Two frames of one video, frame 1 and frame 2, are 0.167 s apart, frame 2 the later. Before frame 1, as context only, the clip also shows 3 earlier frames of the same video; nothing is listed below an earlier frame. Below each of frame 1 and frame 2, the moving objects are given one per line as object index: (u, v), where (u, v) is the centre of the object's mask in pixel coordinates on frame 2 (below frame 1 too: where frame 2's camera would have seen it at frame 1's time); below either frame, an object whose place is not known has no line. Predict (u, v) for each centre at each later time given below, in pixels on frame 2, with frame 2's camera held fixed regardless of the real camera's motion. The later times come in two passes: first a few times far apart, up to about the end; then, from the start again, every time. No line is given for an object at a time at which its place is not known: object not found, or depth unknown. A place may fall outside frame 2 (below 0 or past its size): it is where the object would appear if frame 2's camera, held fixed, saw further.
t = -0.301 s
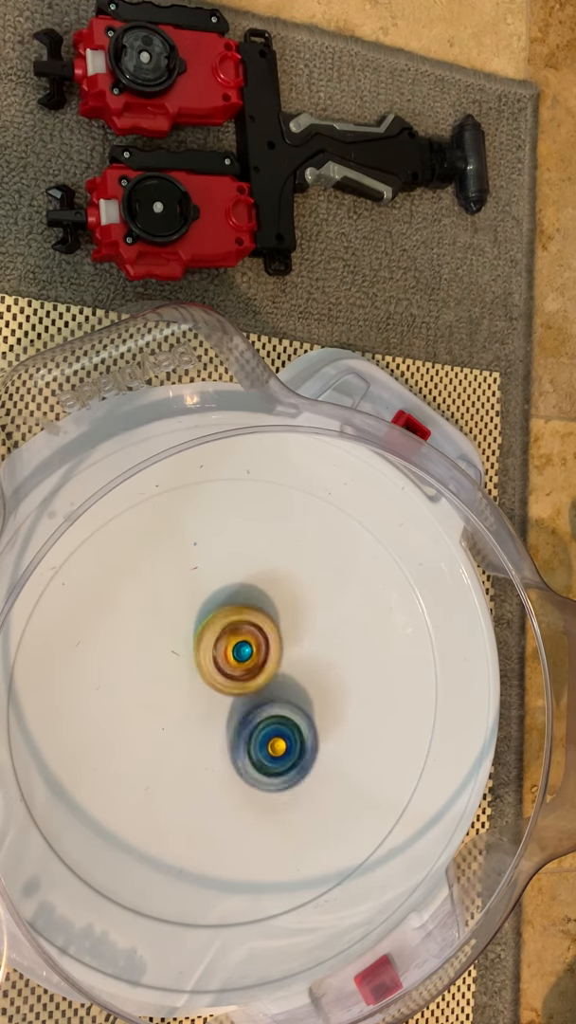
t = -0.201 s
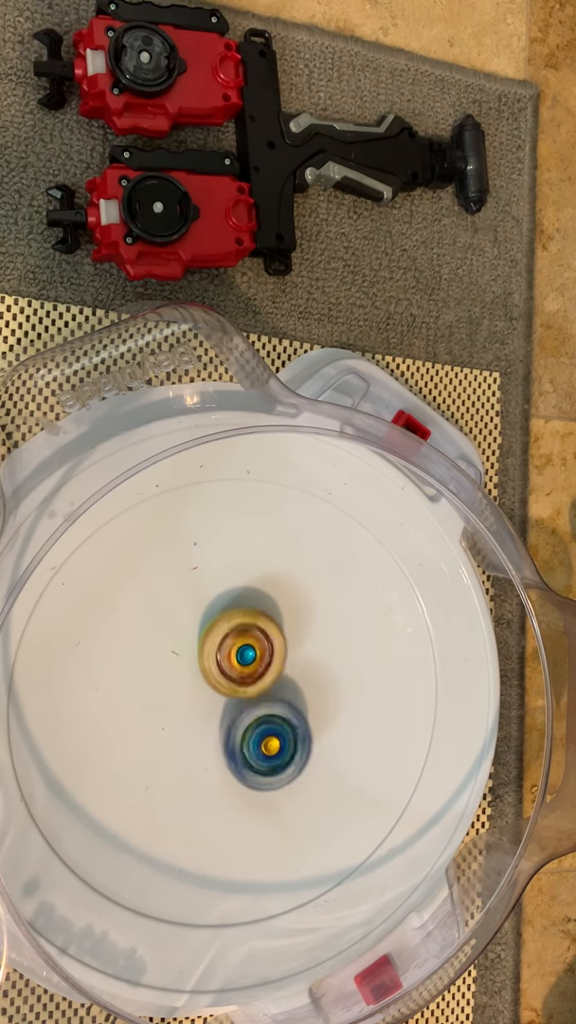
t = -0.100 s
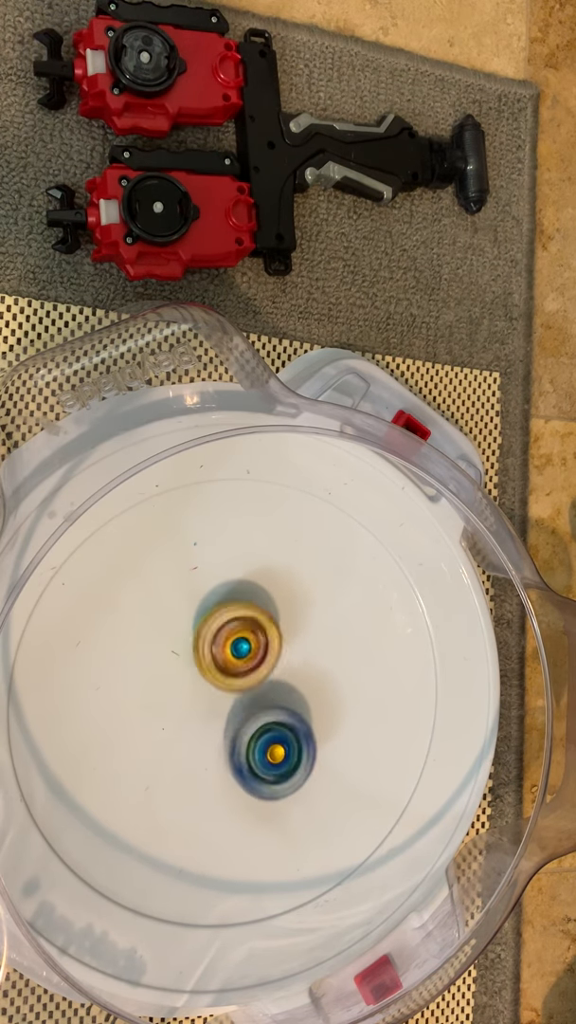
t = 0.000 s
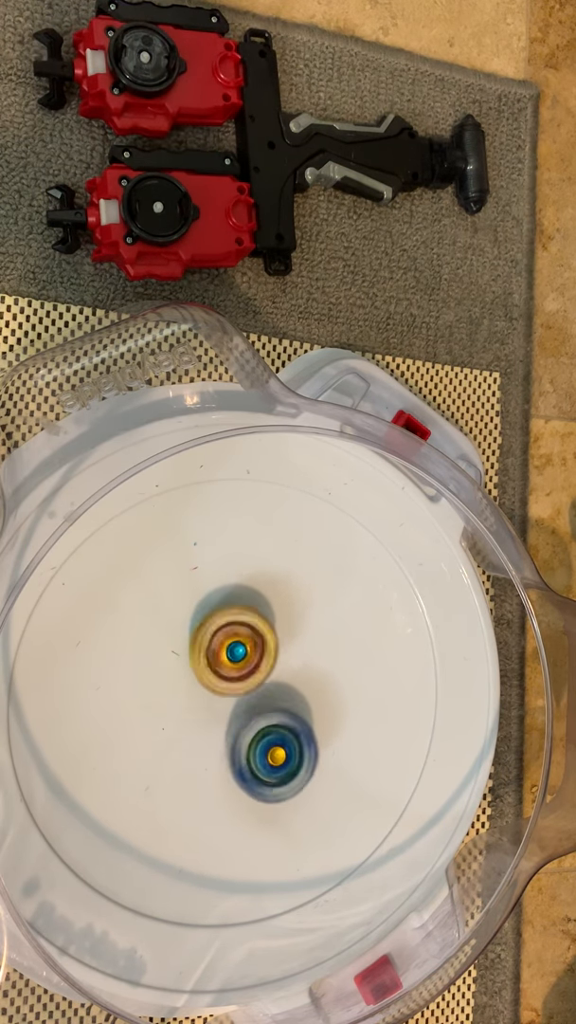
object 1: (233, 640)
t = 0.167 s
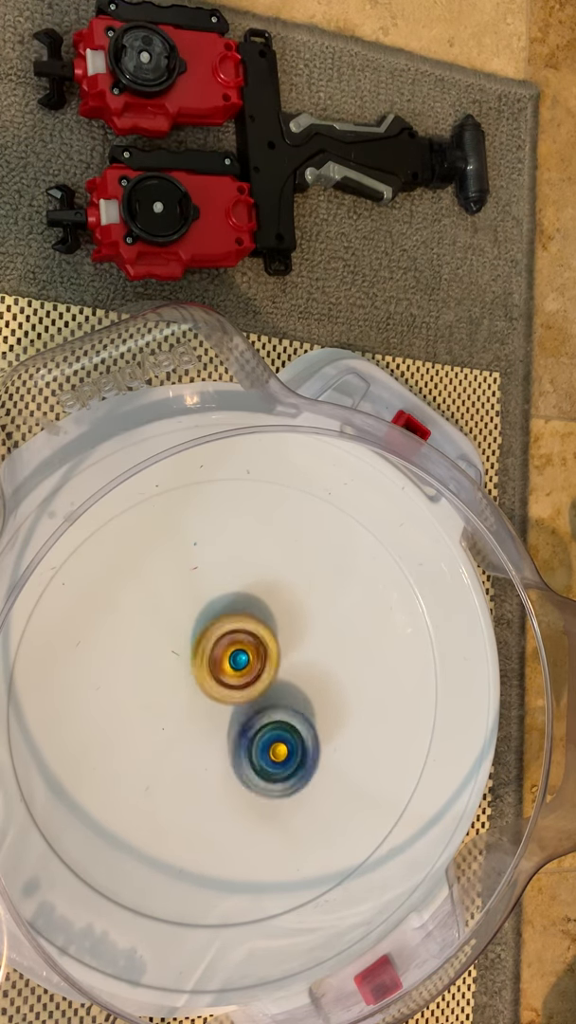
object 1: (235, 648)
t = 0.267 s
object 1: (232, 652)
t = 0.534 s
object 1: (221, 638)
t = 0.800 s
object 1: (231, 631)
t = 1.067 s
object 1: (240, 631)
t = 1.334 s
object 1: (242, 645)
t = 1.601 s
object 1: (250, 648)
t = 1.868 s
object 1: (255, 630)
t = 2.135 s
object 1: (266, 639)
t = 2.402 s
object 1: (266, 621)
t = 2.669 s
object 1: (266, 645)
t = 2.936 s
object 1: (259, 649)
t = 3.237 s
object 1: (277, 626)
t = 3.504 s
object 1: (275, 649)
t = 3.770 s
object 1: (265, 629)
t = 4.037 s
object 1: (265, 639)
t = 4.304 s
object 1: (265, 644)
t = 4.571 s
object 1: (275, 640)
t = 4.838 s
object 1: (281, 649)
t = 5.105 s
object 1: (286, 642)
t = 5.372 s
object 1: (275, 651)
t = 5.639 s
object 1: (273, 642)
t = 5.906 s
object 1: (288, 635)
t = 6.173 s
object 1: (278, 654)
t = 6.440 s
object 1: (267, 652)
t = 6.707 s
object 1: (277, 646)
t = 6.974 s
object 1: (279, 652)
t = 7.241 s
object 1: (280, 657)
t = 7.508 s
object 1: (279, 657)
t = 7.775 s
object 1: (282, 655)
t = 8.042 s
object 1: (280, 658)
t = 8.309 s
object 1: (283, 656)
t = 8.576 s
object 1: (290, 655)
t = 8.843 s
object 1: (283, 659)
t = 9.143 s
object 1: (283, 657)
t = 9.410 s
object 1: (284, 657)
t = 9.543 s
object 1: (276, 659)
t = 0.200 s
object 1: (233, 649)
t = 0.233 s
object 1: (233, 650)
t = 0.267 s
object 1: (232, 652)
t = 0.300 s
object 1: (231, 653)
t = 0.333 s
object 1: (231, 653)
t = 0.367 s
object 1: (230, 652)
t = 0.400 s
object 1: (229, 650)
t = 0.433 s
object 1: (227, 650)
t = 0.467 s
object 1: (226, 649)
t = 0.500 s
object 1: (223, 642)
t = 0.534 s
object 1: (221, 638)
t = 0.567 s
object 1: (219, 634)
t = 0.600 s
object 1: (219, 633)
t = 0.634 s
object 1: (220, 632)
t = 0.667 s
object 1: (222, 631)
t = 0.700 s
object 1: (224, 630)
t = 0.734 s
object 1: (226, 630)
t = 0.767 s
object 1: (229, 631)
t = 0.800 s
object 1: (231, 631)
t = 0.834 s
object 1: (234, 632)
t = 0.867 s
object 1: (236, 631)
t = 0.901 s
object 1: (237, 630)
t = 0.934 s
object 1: (237, 629)
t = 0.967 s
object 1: (239, 630)
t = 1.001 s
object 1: (239, 630)
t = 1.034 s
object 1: (239, 632)
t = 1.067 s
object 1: (240, 631)
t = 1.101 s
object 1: (239, 629)
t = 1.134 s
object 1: (239, 630)
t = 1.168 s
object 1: (239, 632)
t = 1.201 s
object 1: (239, 634)
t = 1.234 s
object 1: (239, 639)
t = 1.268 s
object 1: (241, 642)
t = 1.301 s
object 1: (242, 643)
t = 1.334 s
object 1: (242, 645)
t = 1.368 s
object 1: (244, 646)
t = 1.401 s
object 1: (244, 643)
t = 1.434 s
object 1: (244, 643)
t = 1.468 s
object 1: (246, 643)
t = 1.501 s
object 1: (246, 644)
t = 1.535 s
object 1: (247, 647)
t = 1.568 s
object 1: (249, 649)
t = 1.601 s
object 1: (250, 648)
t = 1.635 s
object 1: (251, 648)
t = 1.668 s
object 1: (251, 647)
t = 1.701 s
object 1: (252, 644)
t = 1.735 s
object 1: (253, 638)
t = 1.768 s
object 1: (253, 634)
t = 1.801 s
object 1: (253, 631)
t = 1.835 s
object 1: (253, 630)
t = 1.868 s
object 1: (255, 630)
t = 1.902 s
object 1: (255, 632)
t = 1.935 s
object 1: (258, 634)
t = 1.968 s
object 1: (260, 635)
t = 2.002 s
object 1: (261, 639)
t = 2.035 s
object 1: (263, 642)
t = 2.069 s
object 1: (264, 640)
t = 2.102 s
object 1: (266, 639)
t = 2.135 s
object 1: (266, 639)
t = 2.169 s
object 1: (265, 640)
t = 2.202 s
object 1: (266, 639)
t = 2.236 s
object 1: (267, 631)
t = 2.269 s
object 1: (268, 623)
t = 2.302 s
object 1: (267, 620)
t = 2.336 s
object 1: (267, 619)
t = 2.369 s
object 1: (266, 619)
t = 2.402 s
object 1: (266, 621)
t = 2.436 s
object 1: (267, 622)
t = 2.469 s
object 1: (267, 625)
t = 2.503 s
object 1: (268, 629)
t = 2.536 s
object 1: (268, 632)
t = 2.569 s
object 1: (267, 636)
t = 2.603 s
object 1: (267, 641)
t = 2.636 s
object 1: (266, 644)
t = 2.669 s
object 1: (266, 645)
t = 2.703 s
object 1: (266, 644)
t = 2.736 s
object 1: (265, 641)
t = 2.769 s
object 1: (264, 640)
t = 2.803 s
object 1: (263, 640)
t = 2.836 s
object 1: (262, 642)
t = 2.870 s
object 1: (261, 644)
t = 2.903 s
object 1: (260, 647)
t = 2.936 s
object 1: (259, 649)
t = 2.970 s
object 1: (263, 640)
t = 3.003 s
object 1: (266, 631)
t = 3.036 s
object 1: (267, 626)
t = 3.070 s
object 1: (269, 623)
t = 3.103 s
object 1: (271, 621)
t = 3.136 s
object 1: (273, 622)
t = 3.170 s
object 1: (274, 622)
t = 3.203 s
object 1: (275, 624)
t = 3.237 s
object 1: (277, 626)
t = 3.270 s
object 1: (277, 630)
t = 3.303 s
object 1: (277, 633)
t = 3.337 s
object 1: (277, 638)
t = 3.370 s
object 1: (277, 642)
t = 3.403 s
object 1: (275, 648)
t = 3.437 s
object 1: (274, 654)
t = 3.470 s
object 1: (275, 651)
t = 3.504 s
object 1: (275, 649)
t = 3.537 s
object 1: (273, 648)
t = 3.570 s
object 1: (271, 649)
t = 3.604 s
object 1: (270, 643)
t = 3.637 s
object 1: (269, 636)
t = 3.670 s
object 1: (268, 632)
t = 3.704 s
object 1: (266, 629)
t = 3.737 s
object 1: (265, 629)
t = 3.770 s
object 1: (265, 629)
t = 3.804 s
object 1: (265, 630)
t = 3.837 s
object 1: (265, 631)
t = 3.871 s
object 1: (265, 633)
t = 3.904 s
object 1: (265, 634)
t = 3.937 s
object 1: (264, 637)
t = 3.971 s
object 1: (264, 639)
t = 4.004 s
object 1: (264, 639)
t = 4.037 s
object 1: (265, 639)
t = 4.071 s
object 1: (264, 638)
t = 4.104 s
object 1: (264, 637)
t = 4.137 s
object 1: (263, 638)
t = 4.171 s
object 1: (263, 640)
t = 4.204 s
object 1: (262, 643)
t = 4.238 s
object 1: (264, 643)
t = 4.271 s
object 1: (263, 644)
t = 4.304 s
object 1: (265, 644)
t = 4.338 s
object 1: (265, 643)
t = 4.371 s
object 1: (266, 644)
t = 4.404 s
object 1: (266, 644)
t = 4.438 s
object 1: (267, 645)
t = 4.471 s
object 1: (271, 642)
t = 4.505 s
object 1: (273, 640)
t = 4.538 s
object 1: (274, 640)
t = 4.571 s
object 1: (275, 640)
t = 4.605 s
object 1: (275, 642)
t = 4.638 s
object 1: (276, 645)
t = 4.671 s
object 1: (276, 648)
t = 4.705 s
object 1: (277, 650)
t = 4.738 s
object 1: (280, 648)
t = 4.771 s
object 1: (281, 647)
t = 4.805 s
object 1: (280, 648)
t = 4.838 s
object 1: (281, 649)
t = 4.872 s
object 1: (280, 652)
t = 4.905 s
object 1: (279, 654)
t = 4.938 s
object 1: (283, 648)
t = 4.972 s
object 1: (286, 644)
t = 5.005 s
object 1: (286, 642)
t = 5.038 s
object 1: (286, 641)
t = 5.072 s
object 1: (285, 641)
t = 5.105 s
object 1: (286, 642)
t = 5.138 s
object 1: (284, 644)
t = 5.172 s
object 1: (284, 647)
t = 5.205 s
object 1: (282, 649)
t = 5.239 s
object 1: (280, 653)
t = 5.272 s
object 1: (278, 656)
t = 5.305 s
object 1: (278, 654)
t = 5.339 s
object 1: (277, 652)
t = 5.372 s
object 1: (275, 651)
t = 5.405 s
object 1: (275, 644)
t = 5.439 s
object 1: (275, 641)
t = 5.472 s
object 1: (273, 640)
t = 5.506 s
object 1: (273, 638)
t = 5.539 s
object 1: (272, 639)
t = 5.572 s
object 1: (273, 640)
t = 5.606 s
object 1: (273, 641)
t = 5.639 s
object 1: (273, 642)
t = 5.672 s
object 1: (273, 643)
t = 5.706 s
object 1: (279, 638)
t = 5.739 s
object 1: (283, 632)
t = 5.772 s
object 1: (286, 631)
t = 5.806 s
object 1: (286, 630)
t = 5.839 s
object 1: (287, 631)
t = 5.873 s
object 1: (287, 633)
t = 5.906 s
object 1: (288, 635)
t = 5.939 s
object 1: (287, 639)
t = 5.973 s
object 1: (286, 642)
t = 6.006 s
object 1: (284, 647)
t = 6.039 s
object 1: (281, 650)
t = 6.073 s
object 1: (278, 654)
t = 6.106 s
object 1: (276, 656)
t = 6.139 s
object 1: (278, 655)
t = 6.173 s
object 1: (278, 654)
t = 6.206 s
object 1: (276, 654)
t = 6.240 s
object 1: (274, 654)
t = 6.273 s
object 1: (272, 656)
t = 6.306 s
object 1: (270, 655)
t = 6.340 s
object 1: (268, 655)
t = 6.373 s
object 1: (268, 653)
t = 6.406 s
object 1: (267, 653)
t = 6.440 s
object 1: (267, 652)
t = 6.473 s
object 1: (268, 650)
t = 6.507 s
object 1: (270, 648)
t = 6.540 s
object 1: (273, 645)
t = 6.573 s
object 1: (274, 644)
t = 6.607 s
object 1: (274, 644)
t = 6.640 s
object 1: (275, 644)
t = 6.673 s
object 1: (276, 646)
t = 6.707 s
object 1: (277, 646)
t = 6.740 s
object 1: (278, 647)
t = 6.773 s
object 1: (279, 647)
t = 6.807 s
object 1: (279, 648)
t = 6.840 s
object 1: (279, 648)
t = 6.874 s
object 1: (280, 648)
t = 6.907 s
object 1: (281, 649)
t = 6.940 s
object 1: (279, 651)
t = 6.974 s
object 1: (279, 652)
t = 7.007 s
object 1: (278, 654)
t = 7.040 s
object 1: (276, 657)
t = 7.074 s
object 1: (278, 657)
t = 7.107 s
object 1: (279, 657)
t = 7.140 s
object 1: (278, 658)
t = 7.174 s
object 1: (280, 657)
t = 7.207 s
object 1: (280, 656)
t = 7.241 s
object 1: (280, 657)
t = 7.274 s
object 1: (278, 658)
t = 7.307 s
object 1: (278, 658)
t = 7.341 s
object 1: (281, 656)
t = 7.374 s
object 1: (281, 656)
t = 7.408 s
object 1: (281, 657)
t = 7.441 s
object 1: (279, 657)
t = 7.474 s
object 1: (277, 658)
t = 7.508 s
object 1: (279, 657)
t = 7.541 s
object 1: (280, 656)
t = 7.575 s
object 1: (280, 655)
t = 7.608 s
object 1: (278, 655)
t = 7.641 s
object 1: (279, 654)
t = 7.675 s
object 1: (278, 654)
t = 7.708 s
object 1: (278, 655)
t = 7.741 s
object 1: (281, 654)
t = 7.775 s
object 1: (282, 655)
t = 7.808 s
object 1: (281, 656)
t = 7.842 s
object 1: (280, 656)
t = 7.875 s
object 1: (280, 656)
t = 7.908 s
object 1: (283, 655)
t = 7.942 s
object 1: (284, 655)
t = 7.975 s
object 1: (284, 657)
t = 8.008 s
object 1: (282, 657)
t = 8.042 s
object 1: (280, 658)
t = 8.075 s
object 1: (279, 659)
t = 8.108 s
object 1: (280, 660)
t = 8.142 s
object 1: (279, 660)
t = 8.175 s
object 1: (281, 658)
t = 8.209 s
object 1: (283, 657)
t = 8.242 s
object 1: (284, 657)
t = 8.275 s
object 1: (284, 656)
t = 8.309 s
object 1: (283, 656)
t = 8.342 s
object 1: (283, 656)
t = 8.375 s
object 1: (282, 658)
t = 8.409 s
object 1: (283, 658)
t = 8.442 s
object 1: (287, 655)
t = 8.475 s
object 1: (290, 654)
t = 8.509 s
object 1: (291, 654)
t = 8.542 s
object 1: (291, 654)
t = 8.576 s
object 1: (290, 655)
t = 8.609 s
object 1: (289, 656)
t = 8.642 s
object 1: (288, 658)
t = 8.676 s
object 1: (287, 660)
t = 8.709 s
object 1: (285, 661)
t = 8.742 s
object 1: (287, 660)
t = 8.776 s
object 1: (285, 660)
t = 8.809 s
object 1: (284, 659)
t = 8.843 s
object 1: (283, 659)
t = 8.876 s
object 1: (283, 659)
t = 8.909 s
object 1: (282, 658)
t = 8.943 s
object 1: (282, 657)
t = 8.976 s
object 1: (284, 657)
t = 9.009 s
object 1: (284, 657)
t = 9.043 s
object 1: (282, 658)
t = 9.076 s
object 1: (280, 658)
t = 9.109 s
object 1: (281, 658)
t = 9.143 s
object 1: (283, 657)
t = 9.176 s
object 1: (284, 658)
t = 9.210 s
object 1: (282, 658)
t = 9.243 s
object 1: (281, 658)
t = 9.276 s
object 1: (284, 655)
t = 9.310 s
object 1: (287, 654)
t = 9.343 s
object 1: (287, 654)
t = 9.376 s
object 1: (285, 657)
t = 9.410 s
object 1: (284, 657)
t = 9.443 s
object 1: (281, 658)
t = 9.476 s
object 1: (279, 658)
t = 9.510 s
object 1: (277, 660)
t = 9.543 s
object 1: (276, 659)
